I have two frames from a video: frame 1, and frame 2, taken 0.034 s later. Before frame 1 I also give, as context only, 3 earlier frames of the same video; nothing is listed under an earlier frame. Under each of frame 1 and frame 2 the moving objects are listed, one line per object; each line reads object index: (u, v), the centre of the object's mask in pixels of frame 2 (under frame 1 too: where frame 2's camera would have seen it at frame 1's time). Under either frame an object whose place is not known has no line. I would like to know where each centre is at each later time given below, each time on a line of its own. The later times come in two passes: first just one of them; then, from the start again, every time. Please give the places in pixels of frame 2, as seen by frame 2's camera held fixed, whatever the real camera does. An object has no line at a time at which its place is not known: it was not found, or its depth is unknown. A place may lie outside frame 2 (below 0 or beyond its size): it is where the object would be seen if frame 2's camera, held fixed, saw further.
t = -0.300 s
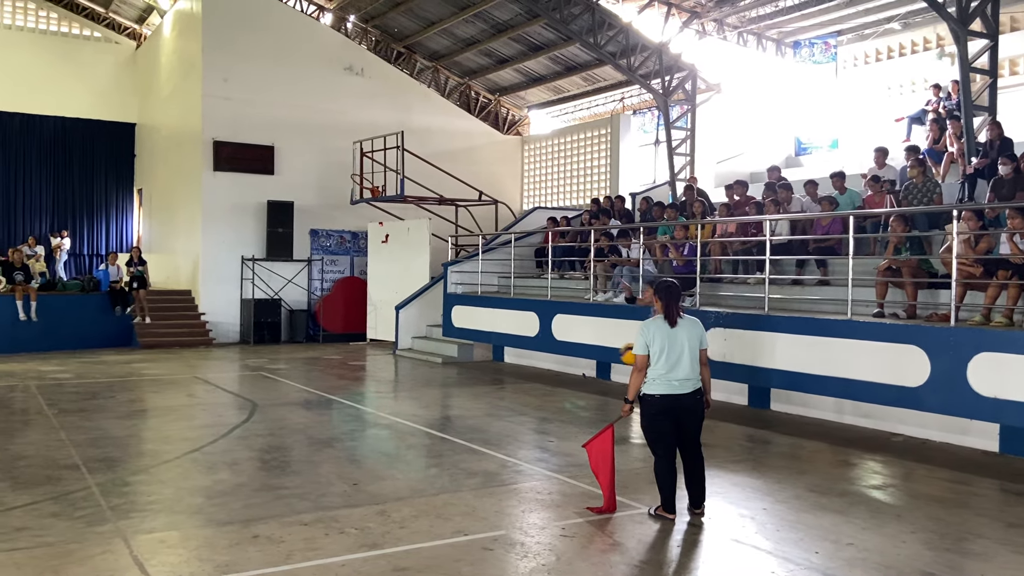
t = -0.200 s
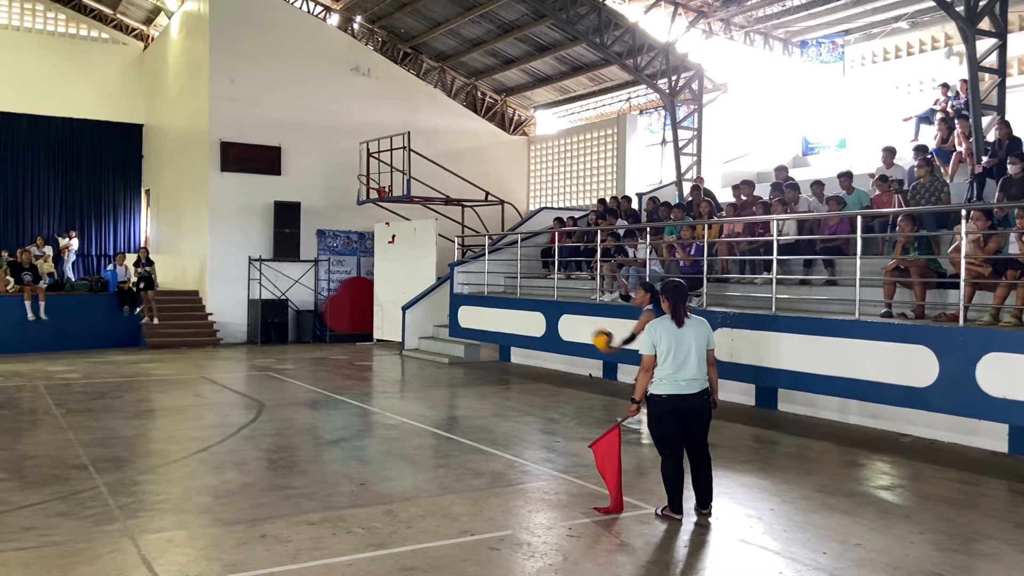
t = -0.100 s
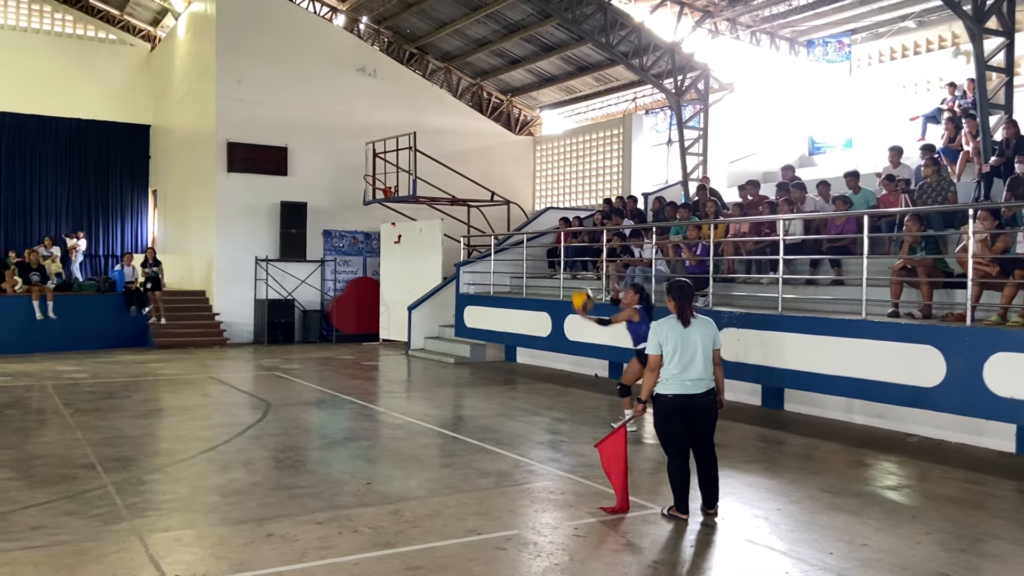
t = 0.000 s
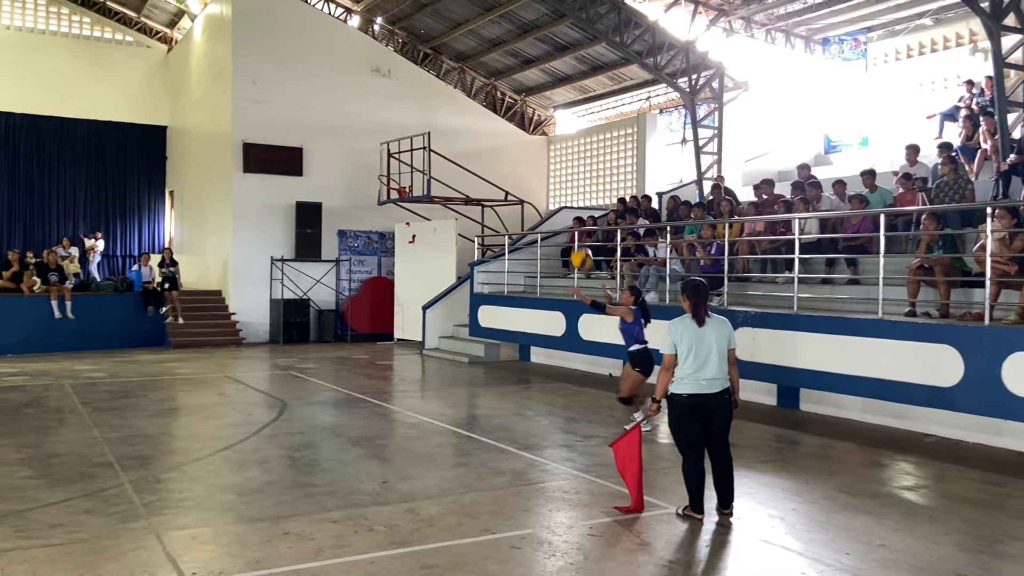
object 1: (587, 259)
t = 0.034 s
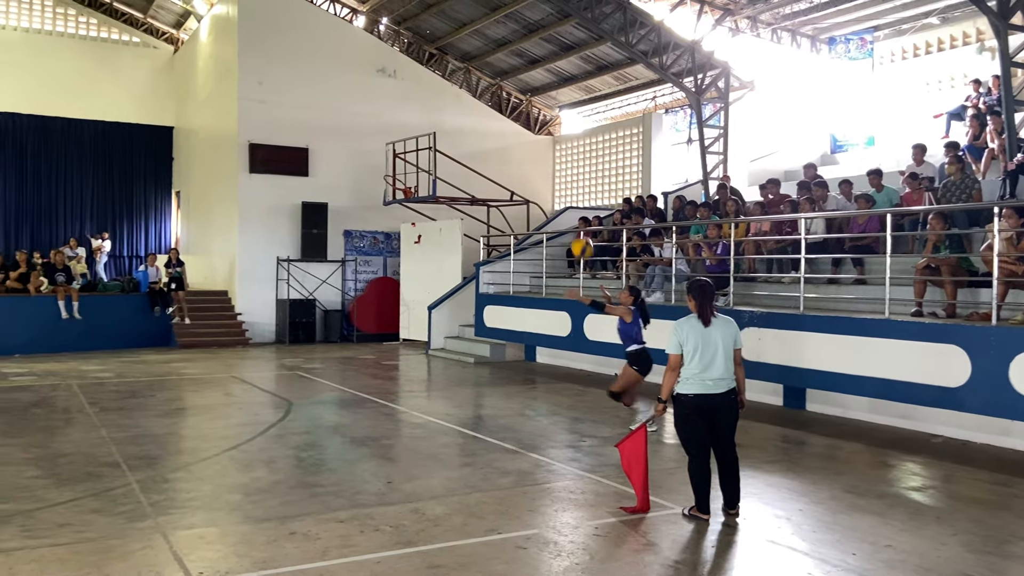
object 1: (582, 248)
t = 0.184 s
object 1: (560, 212)
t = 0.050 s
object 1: (580, 242)
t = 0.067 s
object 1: (577, 238)
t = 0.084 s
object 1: (575, 233)
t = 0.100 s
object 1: (573, 230)
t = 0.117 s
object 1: (570, 225)
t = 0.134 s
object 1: (567, 222)
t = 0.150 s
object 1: (566, 218)
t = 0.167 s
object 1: (563, 215)
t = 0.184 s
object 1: (560, 212)
